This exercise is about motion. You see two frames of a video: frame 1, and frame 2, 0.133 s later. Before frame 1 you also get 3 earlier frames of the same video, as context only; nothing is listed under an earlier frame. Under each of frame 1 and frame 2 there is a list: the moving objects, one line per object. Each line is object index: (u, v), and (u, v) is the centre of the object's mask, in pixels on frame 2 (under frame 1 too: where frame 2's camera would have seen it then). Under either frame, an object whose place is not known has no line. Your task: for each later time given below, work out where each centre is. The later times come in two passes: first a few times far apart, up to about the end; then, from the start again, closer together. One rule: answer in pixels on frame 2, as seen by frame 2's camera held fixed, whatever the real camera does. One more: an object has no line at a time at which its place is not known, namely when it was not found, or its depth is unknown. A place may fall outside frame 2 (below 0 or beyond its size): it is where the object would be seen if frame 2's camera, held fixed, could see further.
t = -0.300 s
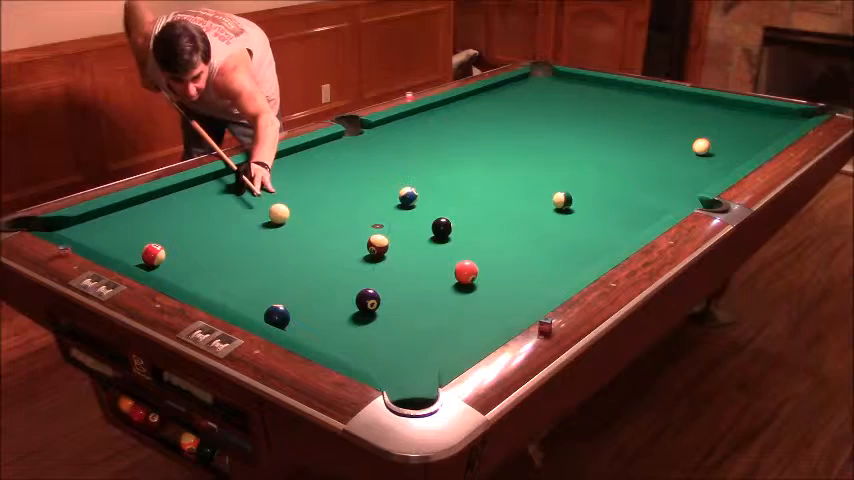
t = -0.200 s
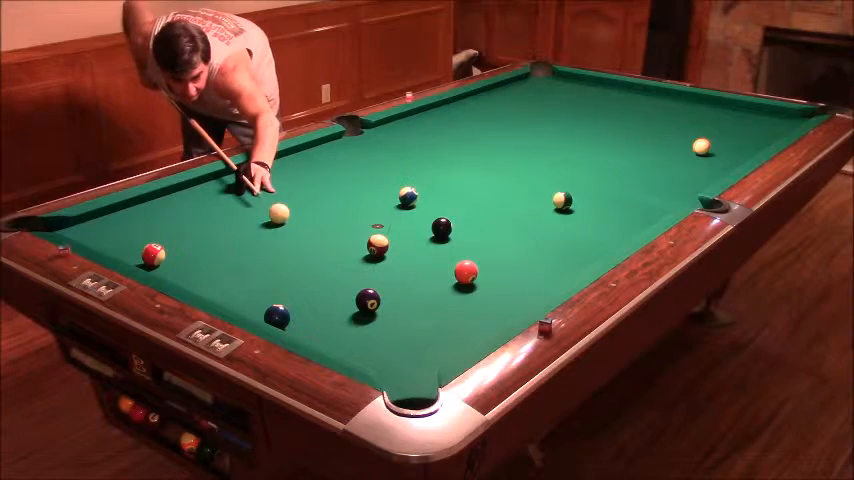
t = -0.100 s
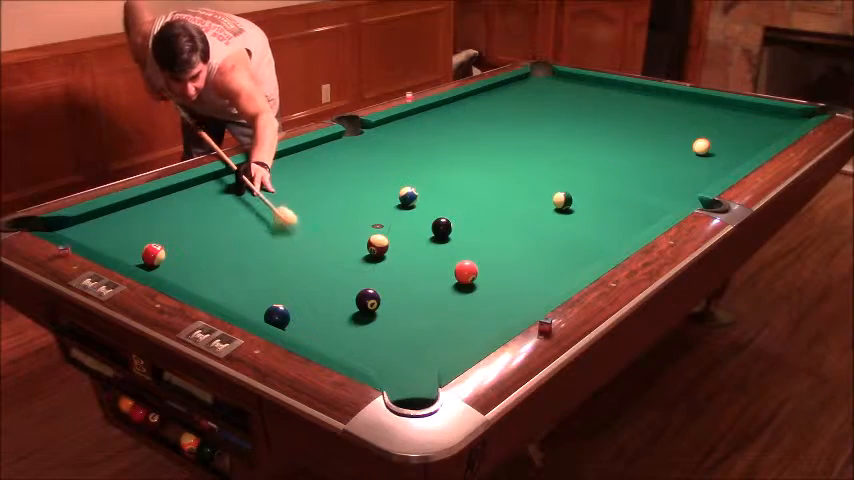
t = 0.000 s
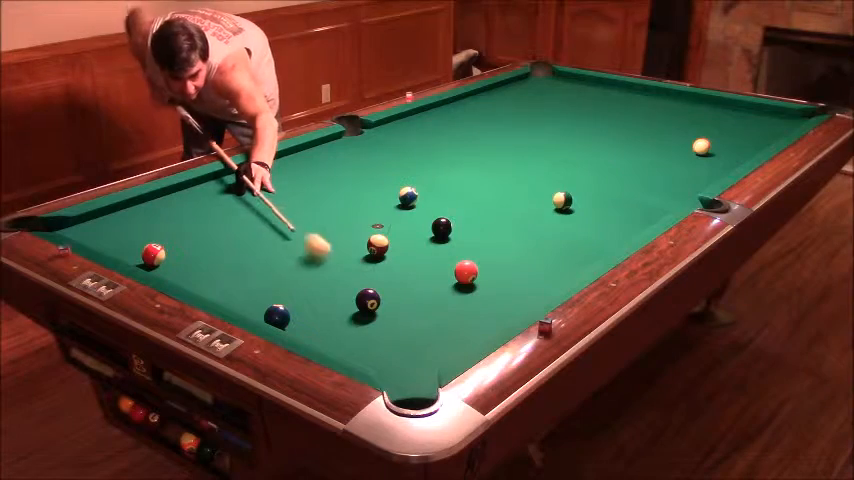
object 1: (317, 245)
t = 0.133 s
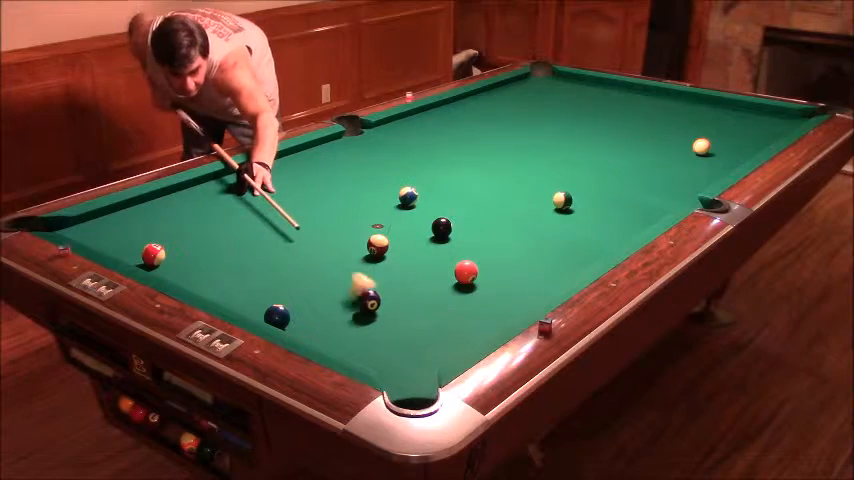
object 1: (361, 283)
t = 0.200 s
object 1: (375, 288)
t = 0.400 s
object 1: (418, 298)
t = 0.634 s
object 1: (473, 315)
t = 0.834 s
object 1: (481, 319)
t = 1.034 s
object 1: (458, 316)
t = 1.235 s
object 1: (437, 312)
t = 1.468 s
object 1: (413, 309)
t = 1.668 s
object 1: (396, 306)
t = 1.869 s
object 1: (381, 303)
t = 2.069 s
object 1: (367, 301)
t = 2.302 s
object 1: (353, 299)
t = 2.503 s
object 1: (344, 297)
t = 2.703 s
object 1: (335, 295)
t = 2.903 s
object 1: (329, 293)
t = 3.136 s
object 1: (323, 293)
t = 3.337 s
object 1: (319, 291)
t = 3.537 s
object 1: (318, 290)
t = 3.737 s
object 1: (317, 290)
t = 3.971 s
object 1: (317, 290)
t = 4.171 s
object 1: (318, 290)
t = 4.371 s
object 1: (318, 290)
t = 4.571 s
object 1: (318, 291)
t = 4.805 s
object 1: (318, 291)
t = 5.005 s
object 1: (318, 291)
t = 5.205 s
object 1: (318, 290)
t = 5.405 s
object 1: (318, 290)
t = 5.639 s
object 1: (318, 291)
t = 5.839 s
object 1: (318, 291)
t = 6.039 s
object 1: (318, 291)
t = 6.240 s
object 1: (318, 290)
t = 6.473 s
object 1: (318, 291)
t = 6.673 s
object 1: (318, 290)
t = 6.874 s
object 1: (318, 291)
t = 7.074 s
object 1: (318, 291)
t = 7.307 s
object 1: (318, 290)
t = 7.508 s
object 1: (318, 291)
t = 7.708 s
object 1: (318, 290)
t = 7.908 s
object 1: (318, 290)
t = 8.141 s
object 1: (318, 290)
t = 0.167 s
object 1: (369, 287)
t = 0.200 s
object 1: (375, 288)
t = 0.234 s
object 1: (382, 289)
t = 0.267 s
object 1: (389, 290)
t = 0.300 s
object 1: (395, 292)
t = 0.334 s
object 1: (403, 293)
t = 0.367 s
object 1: (410, 295)
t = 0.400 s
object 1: (418, 298)
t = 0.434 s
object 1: (426, 300)
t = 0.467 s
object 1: (433, 303)
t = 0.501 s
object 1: (441, 305)
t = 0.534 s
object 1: (449, 308)
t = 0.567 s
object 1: (458, 310)
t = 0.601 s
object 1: (465, 312)
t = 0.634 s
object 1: (473, 315)
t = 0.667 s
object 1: (481, 317)
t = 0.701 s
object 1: (489, 319)
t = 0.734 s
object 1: (491, 320)
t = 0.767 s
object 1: (489, 320)
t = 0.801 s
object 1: (484, 320)
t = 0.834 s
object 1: (481, 319)
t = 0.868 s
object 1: (476, 319)
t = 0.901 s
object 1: (473, 318)
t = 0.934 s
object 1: (469, 318)
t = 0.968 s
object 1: (465, 317)
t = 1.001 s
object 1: (461, 316)
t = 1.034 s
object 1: (458, 316)
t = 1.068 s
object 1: (454, 315)
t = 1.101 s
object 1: (449, 314)
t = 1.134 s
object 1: (446, 314)
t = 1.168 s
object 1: (442, 313)
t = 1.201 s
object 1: (440, 313)
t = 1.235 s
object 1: (437, 312)
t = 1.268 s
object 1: (432, 312)
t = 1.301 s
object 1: (429, 311)
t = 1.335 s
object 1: (426, 311)
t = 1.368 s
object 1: (423, 310)
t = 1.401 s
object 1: (419, 310)
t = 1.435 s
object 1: (417, 309)
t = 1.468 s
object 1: (413, 309)
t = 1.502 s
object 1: (410, 308)
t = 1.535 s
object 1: (407, 308)
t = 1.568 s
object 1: (405, 307)
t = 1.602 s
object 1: (402, 307)
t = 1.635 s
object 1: (399, 306)
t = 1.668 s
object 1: (396, 306)
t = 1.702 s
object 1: (393, 305)
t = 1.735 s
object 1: (391, 305)
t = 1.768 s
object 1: (388, 305)
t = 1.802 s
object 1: (386, 304)
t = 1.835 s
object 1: (383, 304)
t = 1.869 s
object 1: (381, 303)
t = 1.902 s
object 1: (379, 303)
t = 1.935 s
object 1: (376, 302)
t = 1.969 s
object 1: (374, 302)
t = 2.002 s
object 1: (371, 302)
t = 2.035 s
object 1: (369, 301)
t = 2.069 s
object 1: (367, 301)
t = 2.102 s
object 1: (365, 301)
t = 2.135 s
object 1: (363, 300)
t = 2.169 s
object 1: (361, 300)
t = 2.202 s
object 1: (359, 300)
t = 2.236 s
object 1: (357, 300)
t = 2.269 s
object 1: (355, 299)
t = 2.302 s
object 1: (353, 299)
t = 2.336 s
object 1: (351, 298)
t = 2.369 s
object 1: (350, 298)
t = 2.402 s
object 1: (348, 298)
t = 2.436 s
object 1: (346, 297)
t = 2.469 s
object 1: (345, 297)
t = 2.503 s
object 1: (344, 297)
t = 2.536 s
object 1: (342, 296)
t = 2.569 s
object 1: (340, 296)
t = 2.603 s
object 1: (339, 296)
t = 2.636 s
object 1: (338, 296)
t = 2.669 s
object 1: (336, 295)
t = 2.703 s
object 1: (335, 295)
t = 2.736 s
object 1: (334, 295)
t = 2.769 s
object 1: (333, 294)
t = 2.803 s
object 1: (332, 294)
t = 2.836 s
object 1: (331, 294)
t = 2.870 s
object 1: (330, 294)
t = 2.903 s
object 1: (329, 293)
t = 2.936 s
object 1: (328, 293)
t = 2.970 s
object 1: (327, 293)
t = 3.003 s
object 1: (326, 293)
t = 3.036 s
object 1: (325, 293)
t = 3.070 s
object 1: (325, 293)
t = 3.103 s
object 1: (323, 292)
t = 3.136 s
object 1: (323, 293)
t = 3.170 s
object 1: (322, 292)
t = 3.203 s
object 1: (321, 292)
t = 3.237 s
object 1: (320, 292)
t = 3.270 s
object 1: (320, 291)
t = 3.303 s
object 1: (320, 291)
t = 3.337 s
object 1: (319, 291)
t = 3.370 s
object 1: (318, 291)
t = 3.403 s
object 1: (318, 291)
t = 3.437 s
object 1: (318, 291)
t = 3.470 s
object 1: (318, 290)
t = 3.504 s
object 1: (318, 290)
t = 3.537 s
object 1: (318, 290)
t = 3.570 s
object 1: (317, 290)
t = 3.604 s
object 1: (317, 290)
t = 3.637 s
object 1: (317, 290)
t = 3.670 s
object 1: (317, 290)
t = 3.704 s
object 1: (317, 290)
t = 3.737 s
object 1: (317, 290)
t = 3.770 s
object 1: (317, 290)
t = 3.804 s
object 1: (317, 290)
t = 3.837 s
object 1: (317, 290)
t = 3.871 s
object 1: (317, 290)
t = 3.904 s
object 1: (317, 290)
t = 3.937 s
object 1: (317, 290)
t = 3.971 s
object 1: (317, 290)
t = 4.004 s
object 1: (317, 290)
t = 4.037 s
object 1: (318, 290)
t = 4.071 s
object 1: (318, 290)
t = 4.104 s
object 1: (318, 290)
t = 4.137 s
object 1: (318, 290)
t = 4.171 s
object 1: (318, 290)
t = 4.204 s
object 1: (318, 290)
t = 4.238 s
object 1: (318, 290)
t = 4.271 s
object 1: (318, 290)
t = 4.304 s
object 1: (318, 290)
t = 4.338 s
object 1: (318, 290)
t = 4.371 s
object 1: (318, 290)
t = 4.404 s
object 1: (318, 290)
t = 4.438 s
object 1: (318, 290)
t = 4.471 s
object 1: (318, 290)
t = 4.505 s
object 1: (318, 290)
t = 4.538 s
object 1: (318, 291)
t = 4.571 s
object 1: (318, 291)
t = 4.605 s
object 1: (318, 291)
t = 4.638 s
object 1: (318, 291)
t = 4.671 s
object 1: (318, 291)
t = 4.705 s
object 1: (318, 291)
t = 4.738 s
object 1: (318, 291)
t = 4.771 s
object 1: (318, 291)
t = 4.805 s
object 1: (318, 291)
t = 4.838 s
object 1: (318, 291)
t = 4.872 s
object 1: (318, 291)
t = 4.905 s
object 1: (318, 291)
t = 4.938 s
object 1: (318, 291)
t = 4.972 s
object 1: (318, 290)
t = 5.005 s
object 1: (318, 291)
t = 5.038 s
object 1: (318, 290)
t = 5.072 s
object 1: (318, 290)
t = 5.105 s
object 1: (318, 290)
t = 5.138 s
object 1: (318, 290)
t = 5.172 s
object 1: (318, 290)
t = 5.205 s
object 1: (318, 290)
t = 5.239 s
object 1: (318, 290)
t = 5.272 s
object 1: (318, 290)
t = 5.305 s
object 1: (318, 290)
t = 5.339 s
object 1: (318, 290)
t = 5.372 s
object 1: (318, 290)
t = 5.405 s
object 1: (318, 290)
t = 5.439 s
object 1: (318, 290)
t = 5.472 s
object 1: (318, 290)
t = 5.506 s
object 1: (318, 290)
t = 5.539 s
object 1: (318, 290)
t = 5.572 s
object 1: (318, 291)
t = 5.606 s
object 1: (318, 291)
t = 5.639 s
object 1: (318, 291)
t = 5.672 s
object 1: (318, 290)
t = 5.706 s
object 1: (318, 291)
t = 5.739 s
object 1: (318, 290)
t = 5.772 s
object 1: (318, 291)
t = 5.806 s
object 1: (318, 291)
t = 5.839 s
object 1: (318, 291)
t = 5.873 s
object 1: (318, 291)
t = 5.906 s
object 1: (318, 291)
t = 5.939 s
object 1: (318, 291)
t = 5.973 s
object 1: (318, 291)
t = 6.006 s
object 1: (318, 291)
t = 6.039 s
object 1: (318, 291)
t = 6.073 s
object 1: (318, 290)
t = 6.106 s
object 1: (318, 291)
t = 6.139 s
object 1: (318, 290)
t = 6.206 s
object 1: (318, 290)
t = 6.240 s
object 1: (318, 290)
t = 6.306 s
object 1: (318, 291)
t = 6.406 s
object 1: (318, 291)
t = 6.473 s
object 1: (318, 291)
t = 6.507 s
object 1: (318, 291)
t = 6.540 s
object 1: (318, 290)
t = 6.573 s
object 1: (318, 291)
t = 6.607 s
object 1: (318, 291)
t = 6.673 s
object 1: (318, 290)
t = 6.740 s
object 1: (318, 290)
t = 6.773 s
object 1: (318, 291)
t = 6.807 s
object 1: (318, 291)
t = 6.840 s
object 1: (318, 290)
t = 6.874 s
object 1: (318, 291)
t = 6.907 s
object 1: (318, 290)
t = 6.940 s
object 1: (318, 291)
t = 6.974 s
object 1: (318, 291)
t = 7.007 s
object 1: (318, 291)
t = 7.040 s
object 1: (318, 291)
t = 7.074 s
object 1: (318, 291)
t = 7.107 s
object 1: (318, 291)
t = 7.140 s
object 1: (318, 291)
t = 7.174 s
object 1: (318, 291)
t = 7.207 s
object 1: (318, 291)
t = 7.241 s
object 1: (318, 291)
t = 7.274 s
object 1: (318, 290)
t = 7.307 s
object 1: (318, 290)
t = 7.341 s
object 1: (318, 290)
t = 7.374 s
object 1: (318, 290)
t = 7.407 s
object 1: (318, 291)
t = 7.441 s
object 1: (318, 290)
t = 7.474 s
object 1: (318, 290)
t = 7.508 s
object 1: (318, 291)
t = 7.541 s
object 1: (318, 290)
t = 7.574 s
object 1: (318, 291)
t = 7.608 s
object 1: (318, 290)
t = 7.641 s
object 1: (318, 291)
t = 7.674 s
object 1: (318, 290)
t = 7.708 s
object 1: (318, 290)
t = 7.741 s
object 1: (318, 290)
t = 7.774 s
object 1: (318, 290)
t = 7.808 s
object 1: (318, 290)
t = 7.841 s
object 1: (318, 290)
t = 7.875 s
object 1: (318, 290)
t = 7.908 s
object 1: (318, 290)
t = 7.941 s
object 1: (318, 290)
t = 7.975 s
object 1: (318, 290)
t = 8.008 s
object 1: (318, 290)
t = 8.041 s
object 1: (318, 290)
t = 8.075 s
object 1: (318, 290)
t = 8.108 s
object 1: (318, 290)
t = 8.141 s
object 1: (318, 290)
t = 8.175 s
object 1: (318, 290)
